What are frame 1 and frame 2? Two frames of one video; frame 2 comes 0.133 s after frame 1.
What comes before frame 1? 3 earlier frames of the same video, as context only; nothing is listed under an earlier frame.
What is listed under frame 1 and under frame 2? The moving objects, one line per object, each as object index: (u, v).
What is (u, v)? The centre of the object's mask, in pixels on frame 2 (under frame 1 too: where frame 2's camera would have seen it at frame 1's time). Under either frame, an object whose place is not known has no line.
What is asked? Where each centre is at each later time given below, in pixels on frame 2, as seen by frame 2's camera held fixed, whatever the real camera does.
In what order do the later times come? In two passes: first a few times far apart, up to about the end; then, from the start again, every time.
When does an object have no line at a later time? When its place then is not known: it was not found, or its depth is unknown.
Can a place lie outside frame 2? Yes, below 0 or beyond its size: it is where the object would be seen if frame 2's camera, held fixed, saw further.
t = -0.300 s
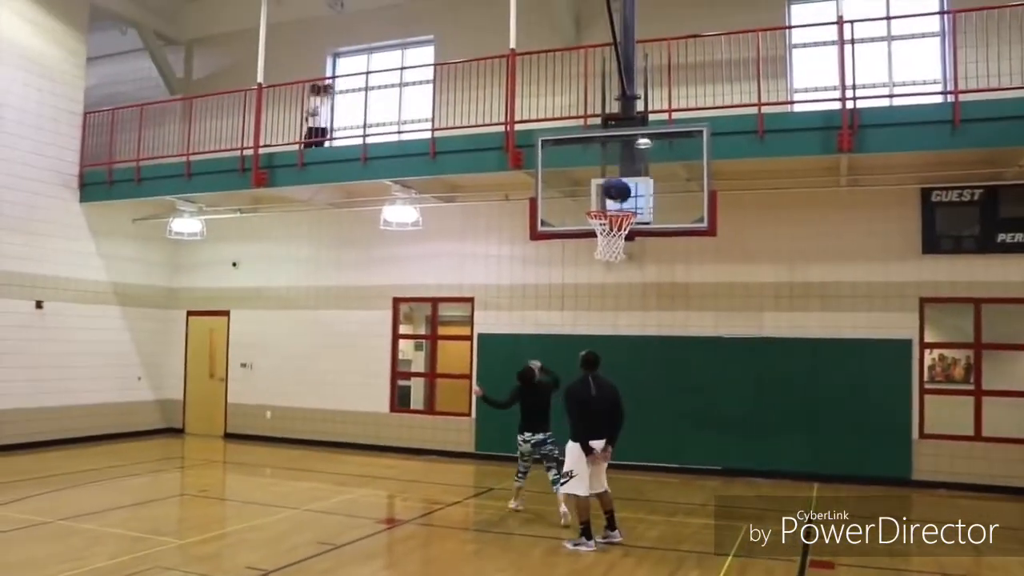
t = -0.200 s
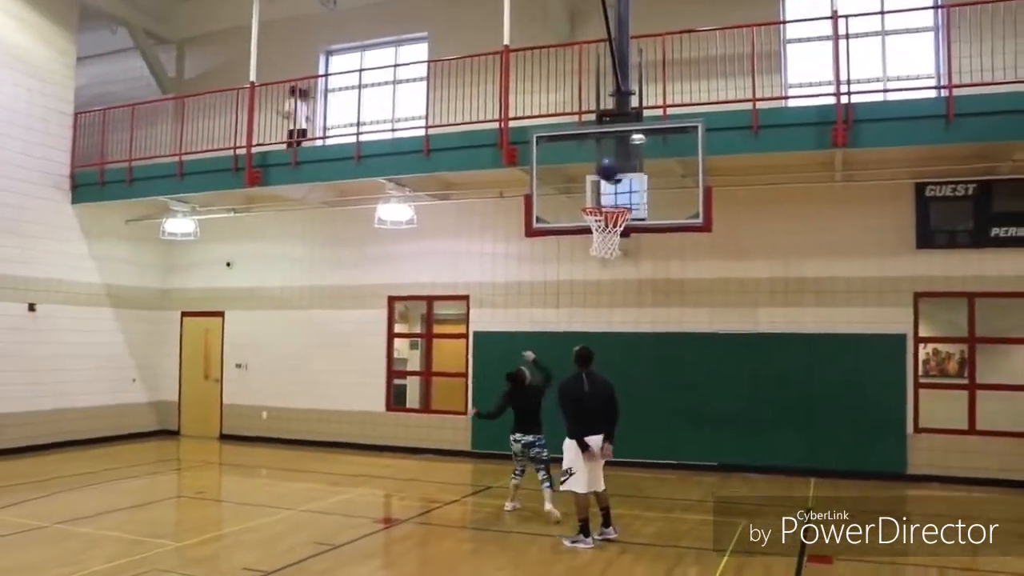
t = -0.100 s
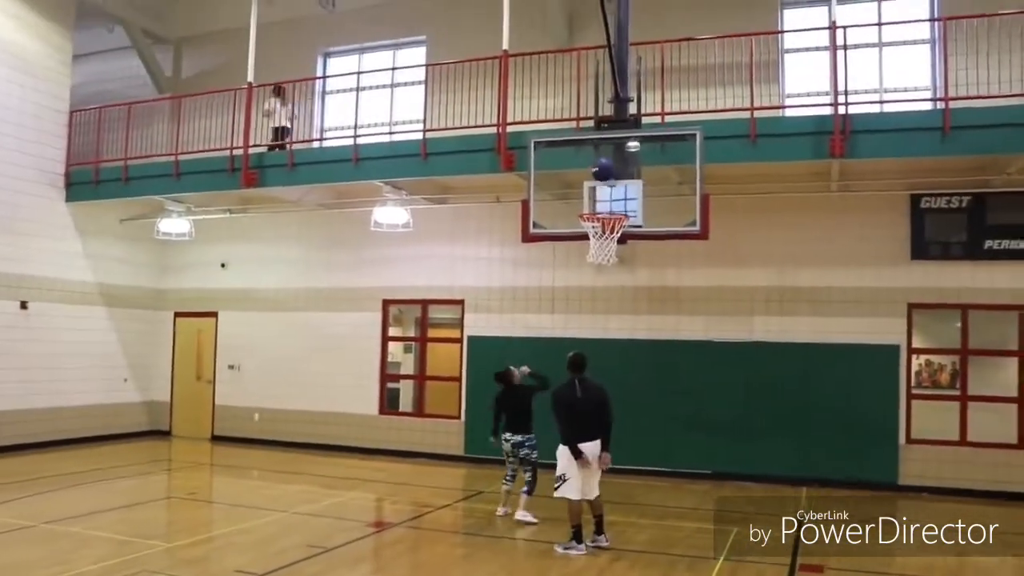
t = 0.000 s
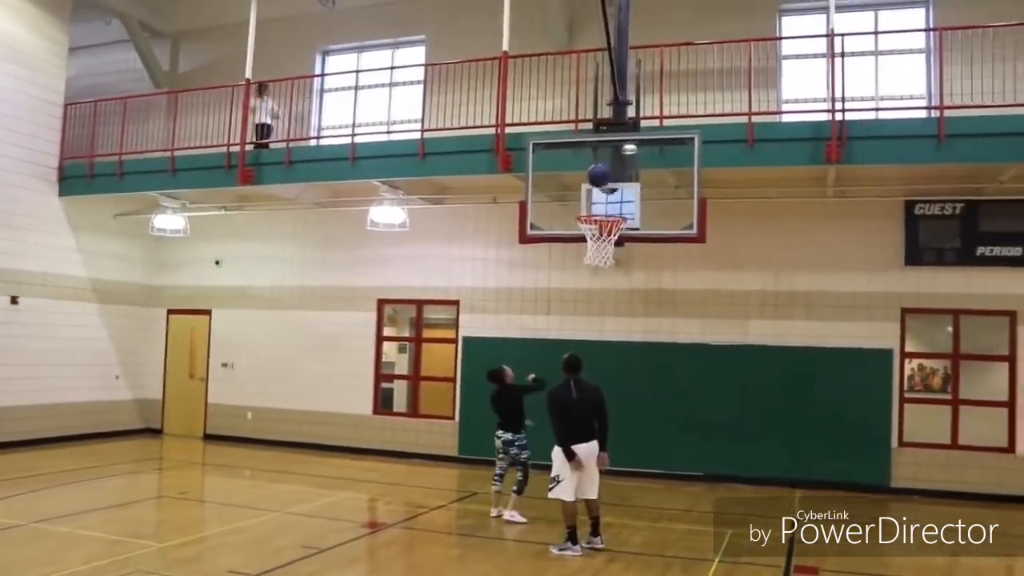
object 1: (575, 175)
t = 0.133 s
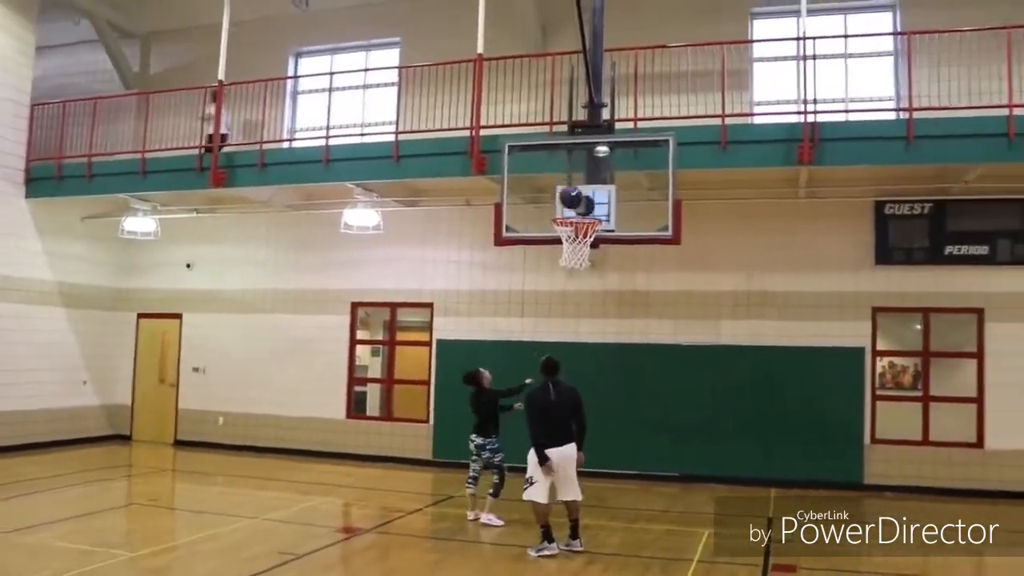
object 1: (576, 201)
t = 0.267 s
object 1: (571, 222)
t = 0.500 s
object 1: (586, 256)
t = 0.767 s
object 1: (590, 285)
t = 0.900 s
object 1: (590, 329)
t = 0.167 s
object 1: (574, 207)
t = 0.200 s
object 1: (571, 211)
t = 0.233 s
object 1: (570, 219)
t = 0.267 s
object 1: (571, 222)
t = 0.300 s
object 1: (574, 230)
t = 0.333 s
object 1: (576, 232)
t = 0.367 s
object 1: (578, 241)
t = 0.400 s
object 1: (581, 245)
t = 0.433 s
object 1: (584, 246)
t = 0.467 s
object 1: (589, 252)
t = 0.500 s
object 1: (586, 256)
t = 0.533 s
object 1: (588, 256)
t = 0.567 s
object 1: (589, 256)
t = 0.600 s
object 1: (590, 258)
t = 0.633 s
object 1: (590, 261)
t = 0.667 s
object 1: (590, 265)
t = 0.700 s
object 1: (590, 270)
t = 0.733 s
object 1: (590, 276)
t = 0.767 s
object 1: (590, 285)
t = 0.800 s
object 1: (590, 296)
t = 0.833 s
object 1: (590, 306)
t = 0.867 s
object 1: (590, 317)
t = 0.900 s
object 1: (590, 329)
